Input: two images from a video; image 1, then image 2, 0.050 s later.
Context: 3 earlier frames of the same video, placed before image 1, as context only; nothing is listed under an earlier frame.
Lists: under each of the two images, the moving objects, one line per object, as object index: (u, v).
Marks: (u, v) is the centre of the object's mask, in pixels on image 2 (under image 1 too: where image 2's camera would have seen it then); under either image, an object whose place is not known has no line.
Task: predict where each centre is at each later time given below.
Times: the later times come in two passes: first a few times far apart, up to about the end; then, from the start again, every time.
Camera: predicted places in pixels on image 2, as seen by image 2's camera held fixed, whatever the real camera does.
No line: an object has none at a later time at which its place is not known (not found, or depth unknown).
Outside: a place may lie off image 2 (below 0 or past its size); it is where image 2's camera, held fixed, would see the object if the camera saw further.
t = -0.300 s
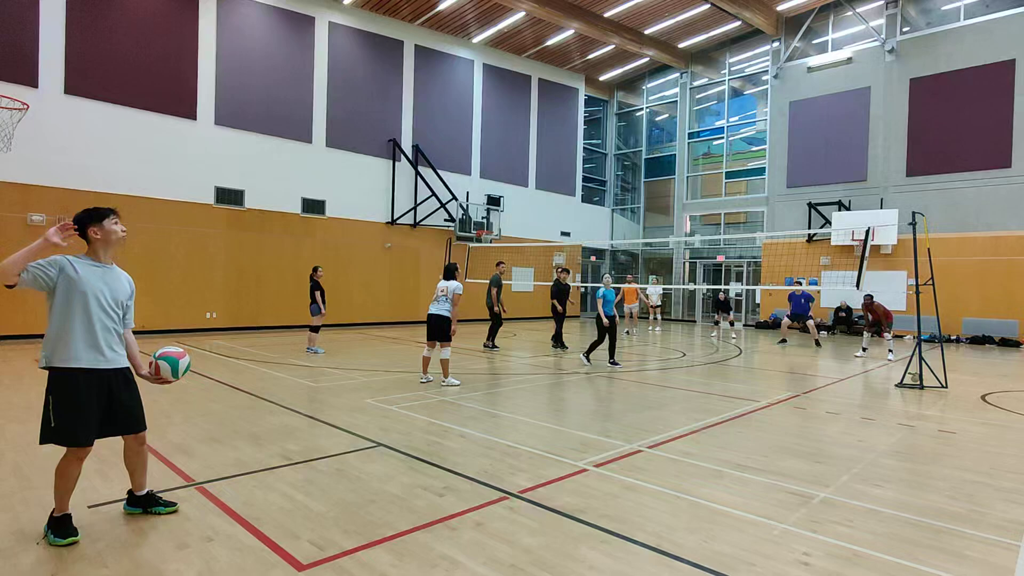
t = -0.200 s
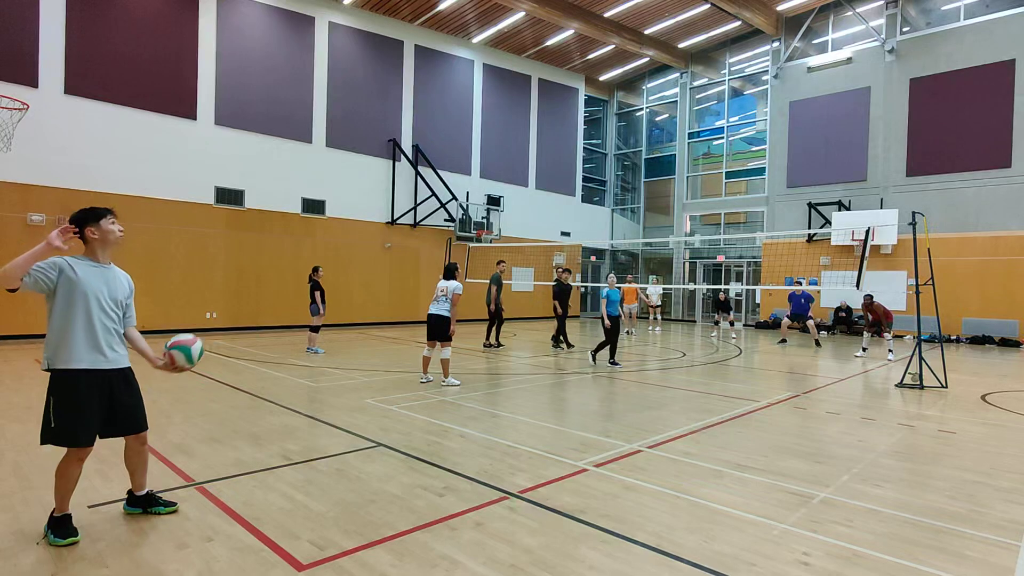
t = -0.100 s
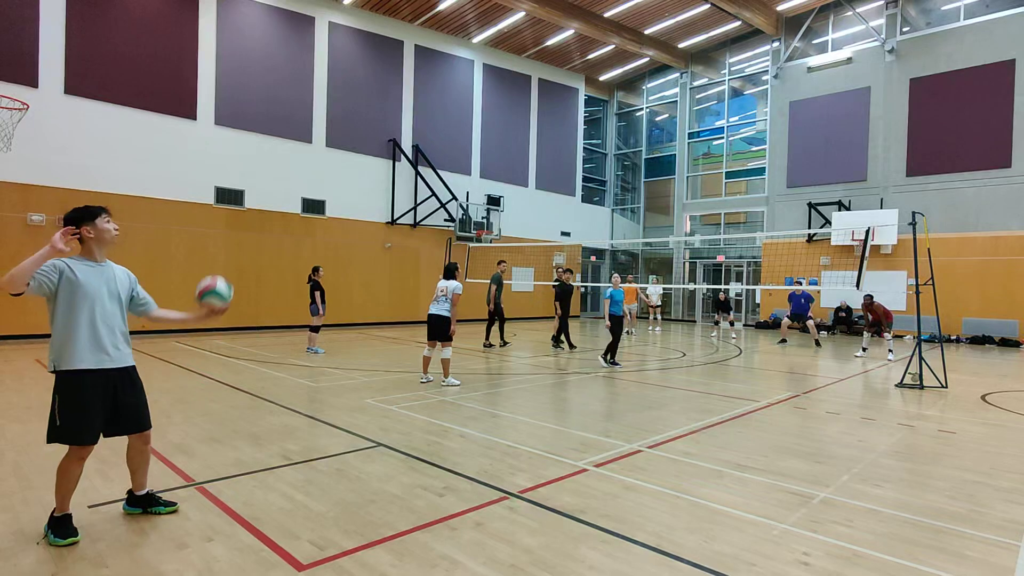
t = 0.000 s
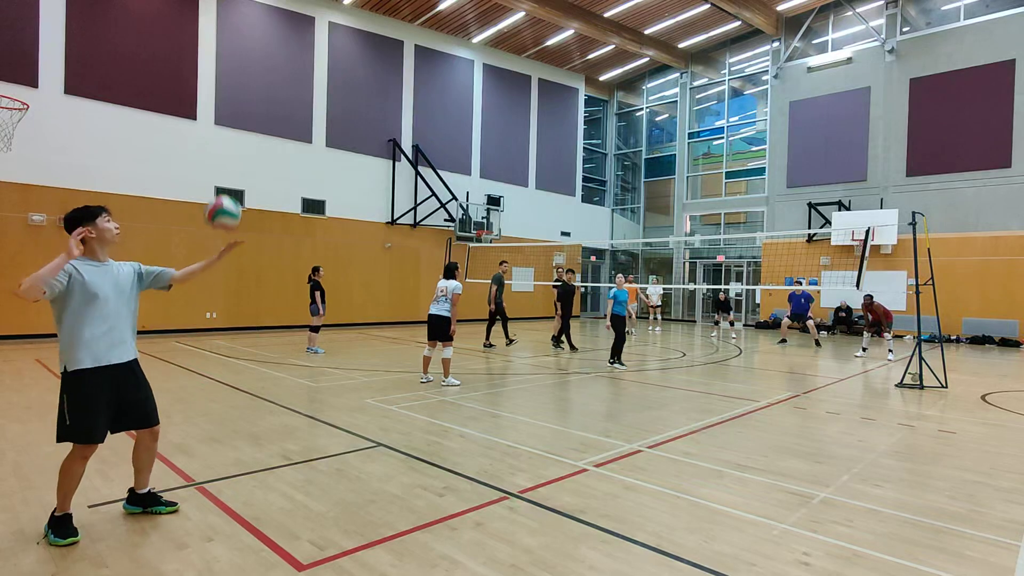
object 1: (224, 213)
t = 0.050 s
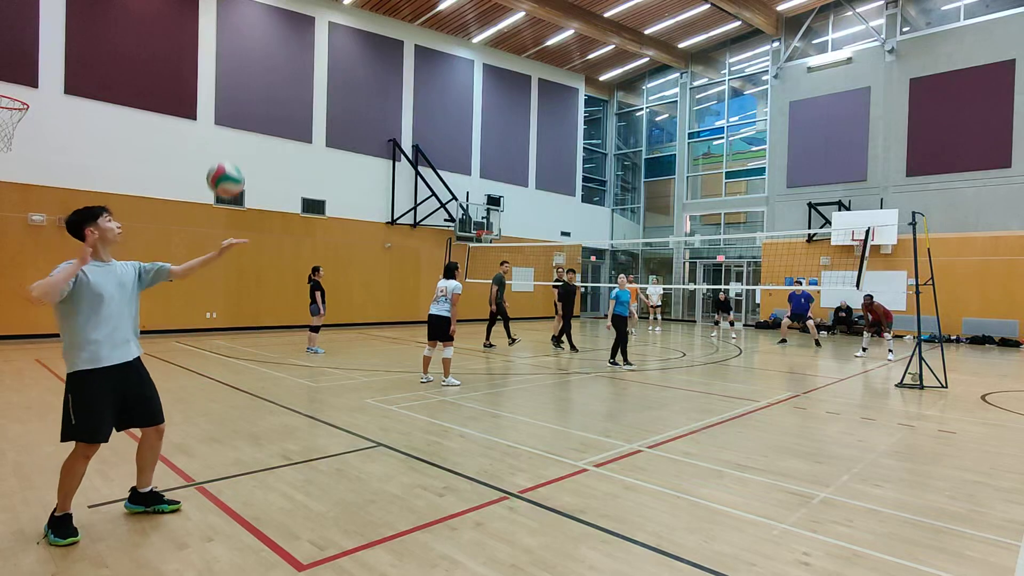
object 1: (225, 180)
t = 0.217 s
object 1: (233, 95)
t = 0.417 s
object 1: (240, 55)
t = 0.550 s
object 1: (244, 64)
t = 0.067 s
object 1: (226, 168)
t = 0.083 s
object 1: (227, 159)
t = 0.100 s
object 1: (228, 148)
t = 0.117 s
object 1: (229, 139)
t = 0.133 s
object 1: (229, 130)
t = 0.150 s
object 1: (230, 122)
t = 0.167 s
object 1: (231, 115)
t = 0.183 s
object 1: (232, 108)
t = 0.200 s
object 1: (232, 101)
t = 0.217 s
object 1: (233, 95)
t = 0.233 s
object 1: (234, 89)
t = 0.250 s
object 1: (235, 84)
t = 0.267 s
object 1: (235, 79)
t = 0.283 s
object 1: (235, 74)
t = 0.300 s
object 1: (236, 70)
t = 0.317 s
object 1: (236, 67)
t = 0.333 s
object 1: (237, 64)
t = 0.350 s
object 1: (237, 61)
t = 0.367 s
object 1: (238, 59)
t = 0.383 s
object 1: (239, 57)
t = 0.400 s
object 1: (239, 56)
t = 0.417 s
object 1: (240, 55)
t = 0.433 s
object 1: (240, 55)
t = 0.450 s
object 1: (241, 55)
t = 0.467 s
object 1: (241, 55)
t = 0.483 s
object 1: (242, 56)
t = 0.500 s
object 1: (242, 57)
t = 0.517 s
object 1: (243, 59)
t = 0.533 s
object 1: (244, 61)
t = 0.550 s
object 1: (244, 64)
